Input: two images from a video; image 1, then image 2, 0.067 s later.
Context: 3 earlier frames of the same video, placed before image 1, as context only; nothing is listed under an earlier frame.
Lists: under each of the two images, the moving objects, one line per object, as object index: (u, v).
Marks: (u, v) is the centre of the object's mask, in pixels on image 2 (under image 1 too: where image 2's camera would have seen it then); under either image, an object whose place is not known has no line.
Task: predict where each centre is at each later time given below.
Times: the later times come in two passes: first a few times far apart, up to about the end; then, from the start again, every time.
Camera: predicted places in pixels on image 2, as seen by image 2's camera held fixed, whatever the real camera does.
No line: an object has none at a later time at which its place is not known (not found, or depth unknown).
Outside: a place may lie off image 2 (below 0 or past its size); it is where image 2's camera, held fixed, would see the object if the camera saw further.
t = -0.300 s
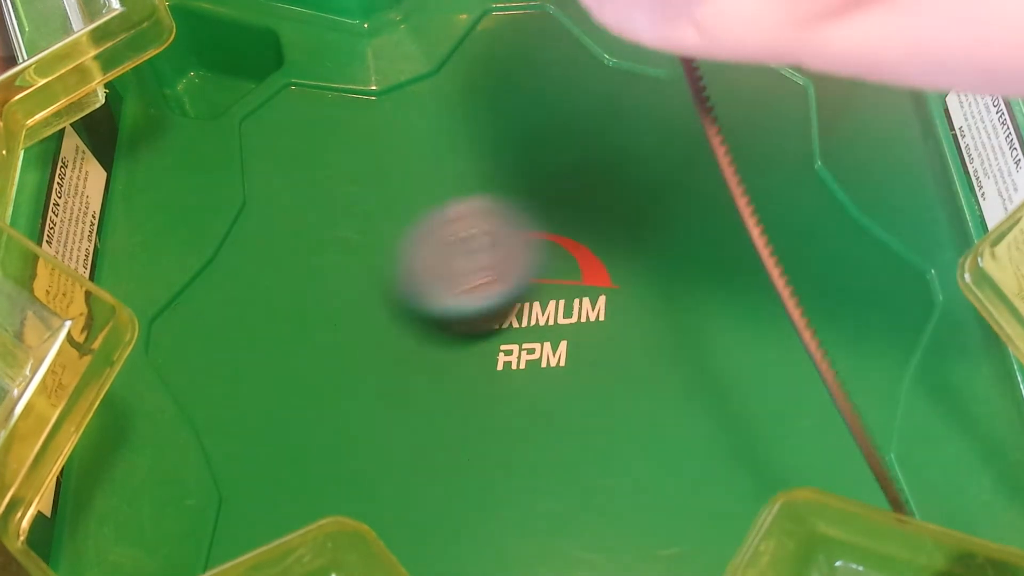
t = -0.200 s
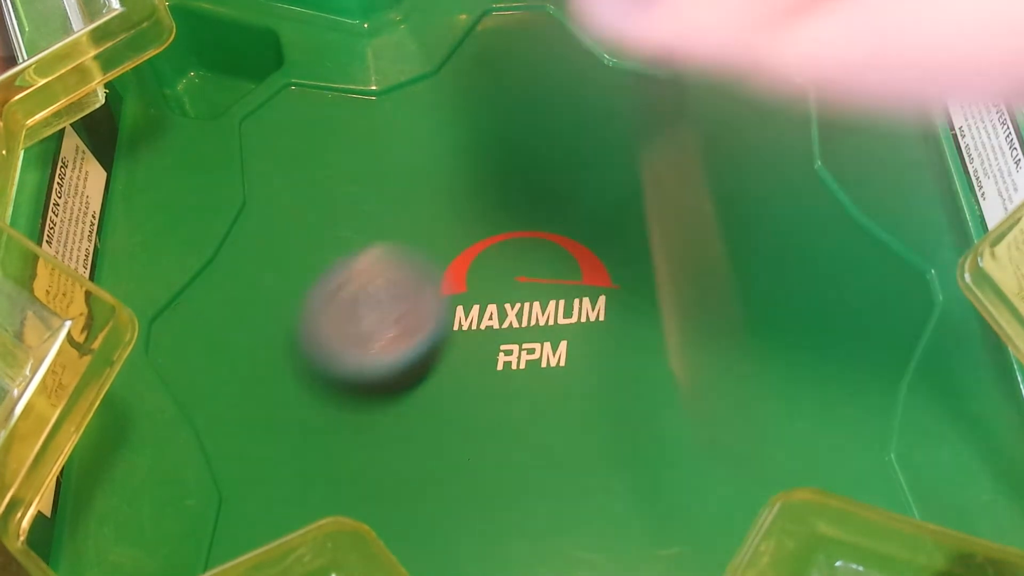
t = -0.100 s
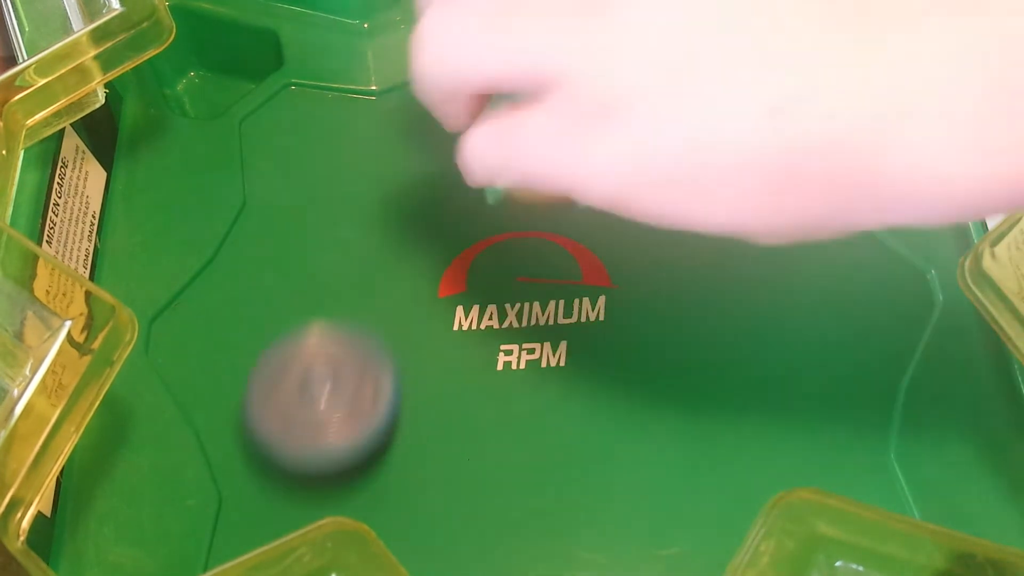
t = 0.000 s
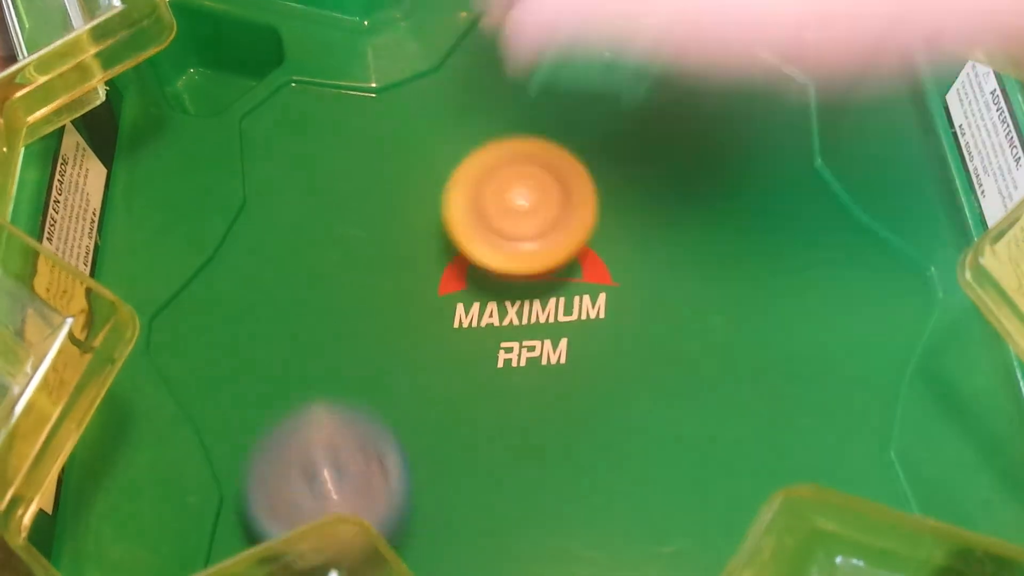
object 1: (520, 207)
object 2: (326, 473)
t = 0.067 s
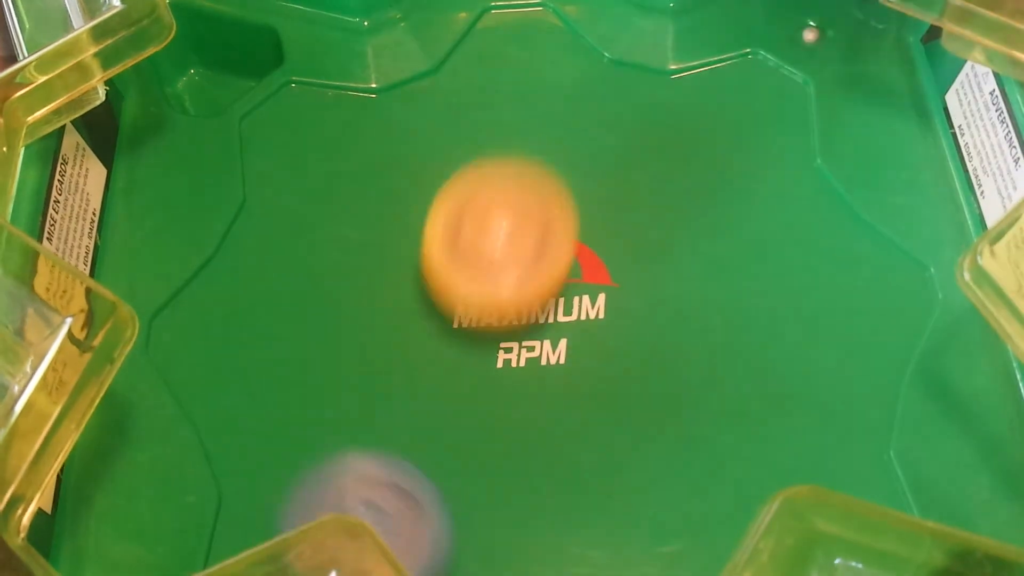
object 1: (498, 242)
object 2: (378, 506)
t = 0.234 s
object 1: (503, 348)
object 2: (529, 535)
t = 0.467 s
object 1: (710, 194)
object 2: (654, 535)
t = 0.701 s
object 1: (506, 76)
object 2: (689, 392)
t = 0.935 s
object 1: (362, 322)
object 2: (536, 280)
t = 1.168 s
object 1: (600, 528)
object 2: (451, 283)
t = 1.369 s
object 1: (888, 373)
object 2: (405, 320)
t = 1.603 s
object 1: (666, 104)
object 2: (432, 373)
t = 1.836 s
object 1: (285, 241)
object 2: (518, 369)
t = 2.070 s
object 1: (434, 514)
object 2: (565, 305)
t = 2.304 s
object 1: (680, 376)
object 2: (534, 203)
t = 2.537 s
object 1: (546, 294)
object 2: (452, 185)
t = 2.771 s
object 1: (491, 462)
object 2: (423, 239)
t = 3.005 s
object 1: (674, 402)
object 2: (483, 305)
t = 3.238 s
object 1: (700, 273)
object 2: (426, 303)
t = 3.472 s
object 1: (576, 224)
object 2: (390, 376)
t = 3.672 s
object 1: (559, 268)
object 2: (386, 471)
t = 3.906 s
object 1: (555, 259)
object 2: (501, 540)
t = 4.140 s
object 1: (575, 291)
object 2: (601, 490)
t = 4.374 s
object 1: (563, 119)
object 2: (626, 556)
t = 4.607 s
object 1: (360, 136)
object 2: (694, 521)
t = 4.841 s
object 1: (394, 366)
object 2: (661, 406)
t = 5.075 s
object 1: (507, 472)
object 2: (734, 226)
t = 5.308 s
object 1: (652, 404)
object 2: (605, 104)
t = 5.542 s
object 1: (591, 265)
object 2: (452, 99)
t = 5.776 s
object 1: (483, 347)
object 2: (328, 139)
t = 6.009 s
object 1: (594, 444)
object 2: (252, 218)
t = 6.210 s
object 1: (669, 404)
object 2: (308, 333)
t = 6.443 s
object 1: (620, 316)
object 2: (472, 409)
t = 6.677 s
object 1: (567, 226)
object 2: (459, 515)
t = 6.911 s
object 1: (425, 289)
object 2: (546, 532)
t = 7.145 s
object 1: (451, 396)
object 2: (602, 521)
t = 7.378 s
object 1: (501, 337)
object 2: (683, 513)
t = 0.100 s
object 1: (490, 278)
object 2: (413, 521)
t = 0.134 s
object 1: (486, 297)
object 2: (439, 531)
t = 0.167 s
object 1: (485, 317)
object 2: (465, 537)
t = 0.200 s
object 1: (491, 335)
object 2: (494, 539)
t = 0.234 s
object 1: (503, 348)
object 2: (529, 535)
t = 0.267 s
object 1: (524, 361)
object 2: (560, 529)
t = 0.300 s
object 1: (554, 372)
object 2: (588, 518)
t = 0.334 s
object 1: (594, 371)
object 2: (607, 511)
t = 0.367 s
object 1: (638, 328)
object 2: (617, 526)
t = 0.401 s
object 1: (677, 280)
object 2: (628, 537)
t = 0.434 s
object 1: (700, 236)
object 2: (640, 539)
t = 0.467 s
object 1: (710, 194)
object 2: (654, 535)
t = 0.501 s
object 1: (706, 155)
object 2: (670, 525)
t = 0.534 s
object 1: (693, 121)
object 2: (683, 513)
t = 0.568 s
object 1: (669, 93)
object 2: (695, 497)
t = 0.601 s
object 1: (634, 74)
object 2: (704, 473)
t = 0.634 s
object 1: (592, 65)
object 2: (707, 447)
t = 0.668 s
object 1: (548, 65)
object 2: (701, 418)
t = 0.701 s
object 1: (506, 76)
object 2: (689, 392)
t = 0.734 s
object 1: (467, 98)
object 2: (673, 366)
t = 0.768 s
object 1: (437, 127)
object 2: (651, 345)
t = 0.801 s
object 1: (412, 160)
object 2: (627, 325)
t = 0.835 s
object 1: (394, 199)
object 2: (597, 306)
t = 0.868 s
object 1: (386, 240)
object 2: (565, 293)
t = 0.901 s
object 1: (380, 282)
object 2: (539, 285)
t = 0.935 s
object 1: (362, 322)
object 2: (536, 280)
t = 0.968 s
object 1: (353, 365)
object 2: (527, 276)
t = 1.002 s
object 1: (359, 407)
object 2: (514, 274)
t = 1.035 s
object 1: (382, 446)
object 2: (500, 276)
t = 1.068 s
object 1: (418, 484)
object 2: (487, 276)
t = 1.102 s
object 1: (466, 507)
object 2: (474, 277)
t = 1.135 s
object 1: (527, 522)
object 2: (462, 279)
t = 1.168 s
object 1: (600, 528)
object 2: (451, 283)
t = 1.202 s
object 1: (662, 525)
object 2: (440, 286)
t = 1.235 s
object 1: (714, 510)
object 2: (431, 292)
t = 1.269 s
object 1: (788, 480)
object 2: (422, 297)
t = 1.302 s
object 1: (853, 449)
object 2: (415, 305)
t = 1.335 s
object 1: (879, 422)
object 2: (409, 312)
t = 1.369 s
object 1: (888, 373)
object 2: (405, 320)
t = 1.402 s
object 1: (884, 320)
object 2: (403, 329)
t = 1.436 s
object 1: (870, 265)
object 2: (403, 337)
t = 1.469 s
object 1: (846, 217)
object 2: (405, 345)
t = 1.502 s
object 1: (814, 179)
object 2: (409, 353)
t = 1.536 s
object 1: (772, 146)
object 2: (415, 361)
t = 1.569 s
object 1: (723, 120)
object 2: (422, 367)
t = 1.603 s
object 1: (666, 104)
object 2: (432, 373)
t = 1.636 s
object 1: (607, 96)
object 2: (443, 377)
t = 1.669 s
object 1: (550, 97)
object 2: (455, 381)
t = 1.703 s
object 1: (495, 107)
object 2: (467, 382)
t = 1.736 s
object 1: (436, 127)
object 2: (480, 381)
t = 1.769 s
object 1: (380, 156)
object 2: (492, 379)
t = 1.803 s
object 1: (329, 193)
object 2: (506, 375)
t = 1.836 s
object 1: (285, 241)
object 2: (518, 369)
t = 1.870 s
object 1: (251, 296)
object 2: (530, 362)
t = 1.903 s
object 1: (232, 358)
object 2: (540, 355)
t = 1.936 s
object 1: (229, 424)
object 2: (549, 346)
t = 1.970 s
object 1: (240, 472)
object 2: (555, 336)
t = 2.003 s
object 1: (265, 504)
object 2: (559, 328)
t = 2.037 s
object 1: (352, 543)
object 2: (563, 318)
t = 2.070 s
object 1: (434, 514)
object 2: (565, 305)
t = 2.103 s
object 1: (470, 496)
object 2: (565, 296)
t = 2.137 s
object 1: (523, 459)
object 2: (563, 288)
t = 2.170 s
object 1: (575, 418)
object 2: (561, 278)
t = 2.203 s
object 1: (618, 407)
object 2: (557, 252)
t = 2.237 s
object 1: (651, 402)
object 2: (552, 230)
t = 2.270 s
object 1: (671, 392)
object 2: (545, 214)
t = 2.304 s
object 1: (680, 376)
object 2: (534, 203)
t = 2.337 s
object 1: (683, 354)
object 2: (524, 194)
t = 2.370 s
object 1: (679, 330)
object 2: (511, 188)
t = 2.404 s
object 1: (666, 309)
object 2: (498, 184)
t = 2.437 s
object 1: (645, 294)
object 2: (486, 182)
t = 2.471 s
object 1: (615, 286)
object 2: (473, 181)
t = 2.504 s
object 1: (581, 286)
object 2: (462, 183)
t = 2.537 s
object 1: (546, 294)
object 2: (452, 185)
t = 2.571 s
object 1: (511, 310)
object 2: (444, 188)
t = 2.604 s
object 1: (485, 326)
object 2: (436, 194)
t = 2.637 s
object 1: (470, 347)
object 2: (430, 201)
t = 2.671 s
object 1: (460, 374)
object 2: (425, 209)
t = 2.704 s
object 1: (460, 405)
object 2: (422, 218)
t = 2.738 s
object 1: (470, 435)
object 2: (421, 228)
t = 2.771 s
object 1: (491, 462)
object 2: (423, 239)
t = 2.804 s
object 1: (518, 481)
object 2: (426, 250)
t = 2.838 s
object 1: (552, 493)
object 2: (431, 261)
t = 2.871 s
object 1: (589, 492)
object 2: (439, 272)
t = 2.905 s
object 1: (621, 481)
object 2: (449, 282)
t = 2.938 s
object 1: (648, 460)
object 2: (461, 289)
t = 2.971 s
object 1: (666, 433)
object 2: (472, 297)
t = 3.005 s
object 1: (674, 402)
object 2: (483, 305)
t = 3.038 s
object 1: (669, 370)
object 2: (495, 312)
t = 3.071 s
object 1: (662, 343)
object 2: (503, 314)
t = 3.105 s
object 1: (667, 326)
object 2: (497, 306)
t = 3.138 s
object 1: (663, 310)
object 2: (497, 303)
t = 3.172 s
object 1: (665, 296)
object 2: (488, 299)
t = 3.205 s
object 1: (689, 284)
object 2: (450, 299)
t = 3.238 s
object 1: (700, 273)
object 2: (426, 303)
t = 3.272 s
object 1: (697, 259)
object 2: (412, 311)
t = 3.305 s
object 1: (684, 245)
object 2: (401, 321)
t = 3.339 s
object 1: (665, 232)
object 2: (393, 333)
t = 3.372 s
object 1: (644, 222)
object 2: (388, 344)
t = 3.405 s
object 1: (621, 219)
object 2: (386, 355)
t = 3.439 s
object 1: (597, 220)
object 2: (387, 366)
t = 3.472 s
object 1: (576, 224)
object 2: (390, 376)
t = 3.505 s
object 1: (556, 235)
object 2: (397, 386)
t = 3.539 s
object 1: (539, 248)
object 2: (404, 394)
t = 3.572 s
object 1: (525, 266)
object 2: (413, 401)
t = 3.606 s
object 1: (514, 284)
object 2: (423, 407)
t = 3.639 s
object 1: (533, 280)
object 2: (405, 437)
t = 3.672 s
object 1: (559, 268)
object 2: (386, 471)
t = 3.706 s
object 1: (577, 262)
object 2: (384, 491)
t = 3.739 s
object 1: (587, 258)
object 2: (397, 507)
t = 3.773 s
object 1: (590, 254)
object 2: (418, 519)
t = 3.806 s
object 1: (583, 253)
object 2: (437, 529)
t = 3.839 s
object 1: (570, 256)
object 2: (455, 536)
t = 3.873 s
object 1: (560, 258)
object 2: (477, 539)
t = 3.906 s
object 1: (555, 259)
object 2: (501, 540)
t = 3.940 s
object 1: (554, 262)
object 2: (525, 538)
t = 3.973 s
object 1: (555, 266)
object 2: (546, 534)
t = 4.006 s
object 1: (560, 269)
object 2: (563, 529)
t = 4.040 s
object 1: (566, 276)
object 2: (577, 522)
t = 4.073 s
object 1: (570, 283)
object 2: (587, 514)
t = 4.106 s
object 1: (573, 286)
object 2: (595, 504)
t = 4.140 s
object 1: (575, 291)
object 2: (601, 490)
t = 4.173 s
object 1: (579, 298)
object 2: (605, 471)
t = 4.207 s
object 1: (582, 304)
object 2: (606, 451)
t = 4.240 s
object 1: (588, 282)
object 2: (607, 481)
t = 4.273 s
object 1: (587, 225)
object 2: (608, 517)
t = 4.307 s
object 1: (585, 179)
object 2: (611, 540)
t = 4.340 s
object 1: (577, 145)
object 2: (616, 552)
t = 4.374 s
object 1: (563, 119)
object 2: (626, 556)
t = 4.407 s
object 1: (542, 101)
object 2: (641, 557)
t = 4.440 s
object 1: (516, 92)
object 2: (657, 555)
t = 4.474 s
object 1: (483, 89)
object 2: (669, 550)
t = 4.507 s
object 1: (450, 92)
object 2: (676, 545)
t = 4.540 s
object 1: (416, 100)
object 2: (684, 539)
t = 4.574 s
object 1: (385, 115)
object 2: (689, 530)
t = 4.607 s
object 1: (360, 136)
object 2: (694, 521)
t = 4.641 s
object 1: (340, 164)
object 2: (699, 510)
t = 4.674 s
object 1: (327, 193)
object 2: (702, 498)
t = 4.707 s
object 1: (322, 226)
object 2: (703, 482)
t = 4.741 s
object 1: (327, 262)
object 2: (699, 464)
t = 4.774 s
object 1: (342, 300)
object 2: (689, 444)
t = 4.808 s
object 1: (364, 335)
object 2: (676, 424)
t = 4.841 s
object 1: (394, 366)
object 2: (661, 406)
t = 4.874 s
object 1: (432, 391)
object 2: (645, 388)
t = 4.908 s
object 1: (474, 409)
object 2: (633, 370)
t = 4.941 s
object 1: (473, 429)
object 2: (662, 341)
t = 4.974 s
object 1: (466, 444)
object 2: (695, 309)
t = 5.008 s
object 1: (470, 456)
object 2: (720, 279)
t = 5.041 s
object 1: (483, 466)
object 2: (733, 251)
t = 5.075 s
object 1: (507, 472)
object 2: (734, 226)
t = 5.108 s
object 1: (536, 475)
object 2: (727, 202)
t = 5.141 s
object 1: (565, 473)
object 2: (712, 181)
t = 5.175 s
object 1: (593, 468)
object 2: (694, 159)
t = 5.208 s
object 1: (617, 458)
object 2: (673, 143)
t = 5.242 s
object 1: (634, 443)
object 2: (649, 127)
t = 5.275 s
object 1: (645, 425)
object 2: (628, 112)
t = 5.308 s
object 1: (652, 404)
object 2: (605, 104)
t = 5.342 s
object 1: (656, 380)
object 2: (583, 94)
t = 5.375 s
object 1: (655, 358)
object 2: (558, 89)
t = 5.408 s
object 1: (651, 334)
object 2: (533, 85)
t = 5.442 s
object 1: (641, 313)
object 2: (511, 83)
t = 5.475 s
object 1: (627, 293)
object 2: (490, 86)
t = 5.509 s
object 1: (610, 277)
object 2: (471, 93)
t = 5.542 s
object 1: (591, 265)
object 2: (452, 99)
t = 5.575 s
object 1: (571, 258)
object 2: (435, 105)
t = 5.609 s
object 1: (549, 252)
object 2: (418, 114)
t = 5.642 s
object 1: (525, 250)
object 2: (405, 132)
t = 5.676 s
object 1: (502, 253)
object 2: (393, 148)
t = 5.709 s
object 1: (480, 263)
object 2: (382, 163)
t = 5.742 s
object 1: (477, 302)
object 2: (356, 152)
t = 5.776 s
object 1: (483, 347)
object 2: (328, 139)
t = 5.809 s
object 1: (487, 379)
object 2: (307, 137)
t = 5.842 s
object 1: (497, 404)
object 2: (293, 144)
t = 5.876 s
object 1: (510, 419)
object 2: (280, 155)
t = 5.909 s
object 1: (527, 430)
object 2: (270, 167)
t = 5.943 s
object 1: (548, 437)
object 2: (260, 183)
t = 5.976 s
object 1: (571, 441)
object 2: (254, 200)
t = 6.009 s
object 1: (594, 444)
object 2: (252, 218)
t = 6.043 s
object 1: (614, 443)
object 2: (253, 237)
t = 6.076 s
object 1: (631, 441)
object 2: (257, 258)
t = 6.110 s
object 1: (646, 435)
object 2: (265, 277)
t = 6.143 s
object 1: (656, 426)
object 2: (277, 297)
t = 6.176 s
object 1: (664, 416)
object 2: (292, 317)
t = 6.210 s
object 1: (669, 404)
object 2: (308, 333)
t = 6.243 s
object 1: (670, 391)
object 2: (329, 350)
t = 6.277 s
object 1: (669, 377)
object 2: (350, 363)
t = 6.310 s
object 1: (665, 363)
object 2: (373, 375)
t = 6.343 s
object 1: (658, 350)
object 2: (397, 387)
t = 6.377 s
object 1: (649, 337)
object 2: (421, 396)
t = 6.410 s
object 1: (635, 325)
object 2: (447, 403)
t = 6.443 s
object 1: (620, 316)
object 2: (472, 409)
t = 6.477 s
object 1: (603, 308)
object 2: (496, 413)
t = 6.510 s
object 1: (603, 287)
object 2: (487, 438)
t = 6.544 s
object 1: (610, 261)
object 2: (467, 469)
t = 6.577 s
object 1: (609, 241)
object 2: (455, 486)
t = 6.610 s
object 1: (601, 230)
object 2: (452, 499)
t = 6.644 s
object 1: (587, 226)
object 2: (453, 514)
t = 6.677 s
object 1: (567, 226)
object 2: (459, 515)
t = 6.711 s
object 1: (542, 226)
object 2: (467, 522)
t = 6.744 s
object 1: (515, 229)
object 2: (477, 525)
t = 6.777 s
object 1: (491, 234)
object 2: (489, 527)
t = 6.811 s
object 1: (469, 242)
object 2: (504, 528)
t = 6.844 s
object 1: (451, 253)
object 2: (519, 530)
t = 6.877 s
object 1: (436, 270)
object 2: (533, 532)
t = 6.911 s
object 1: (425, 289)
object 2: (546, 532)
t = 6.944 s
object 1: (419, 308)
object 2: (558, 533)
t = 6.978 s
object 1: (416, 325)
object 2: (569, 532)
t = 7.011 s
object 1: (417, 343)
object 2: (577, 531)
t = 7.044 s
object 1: (423, 360)
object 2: (585, 530)
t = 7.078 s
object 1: (431, 374)
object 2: (592, 527)
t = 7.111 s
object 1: (439, 385)
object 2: (597, 524)
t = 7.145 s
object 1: (451, 396)
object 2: (602, 521)
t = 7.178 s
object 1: (465, 404)
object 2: (606, 516)
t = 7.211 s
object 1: (479, 409)
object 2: (609, 510)
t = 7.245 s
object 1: (491, 409)
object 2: (619, 507)
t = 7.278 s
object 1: (493, 387)
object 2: (647, 515)
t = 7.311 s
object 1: (494, 365)
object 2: (663, 519)
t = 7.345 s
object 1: (498, 351)
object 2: (673, 518)
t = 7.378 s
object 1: (501, 337)
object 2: (683, 513)
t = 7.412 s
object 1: (501, 325)
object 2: (692, 507)
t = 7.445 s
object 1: (499, 311)
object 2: (700, 498)
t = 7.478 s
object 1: (496, 297)
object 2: (708, 487)
